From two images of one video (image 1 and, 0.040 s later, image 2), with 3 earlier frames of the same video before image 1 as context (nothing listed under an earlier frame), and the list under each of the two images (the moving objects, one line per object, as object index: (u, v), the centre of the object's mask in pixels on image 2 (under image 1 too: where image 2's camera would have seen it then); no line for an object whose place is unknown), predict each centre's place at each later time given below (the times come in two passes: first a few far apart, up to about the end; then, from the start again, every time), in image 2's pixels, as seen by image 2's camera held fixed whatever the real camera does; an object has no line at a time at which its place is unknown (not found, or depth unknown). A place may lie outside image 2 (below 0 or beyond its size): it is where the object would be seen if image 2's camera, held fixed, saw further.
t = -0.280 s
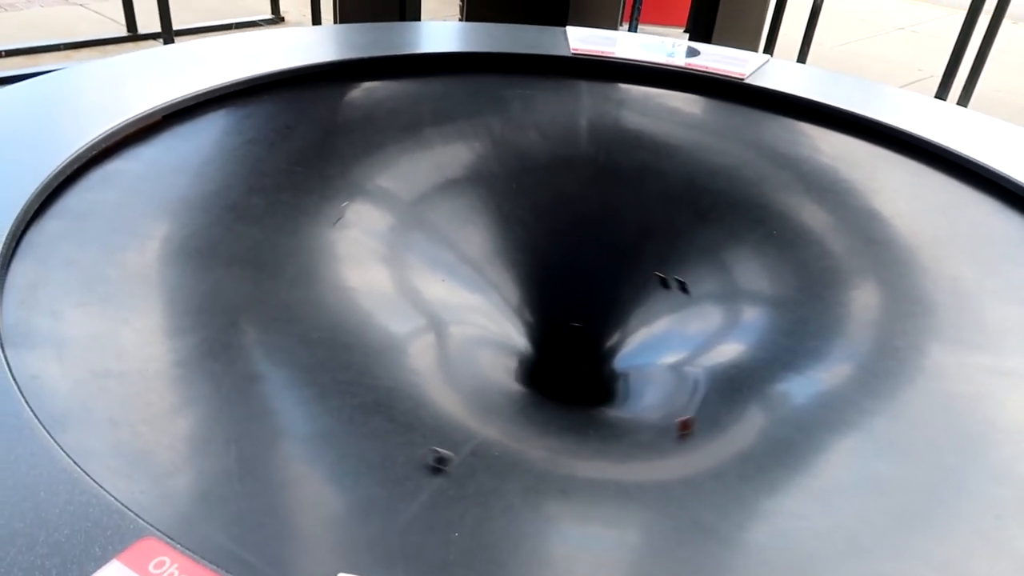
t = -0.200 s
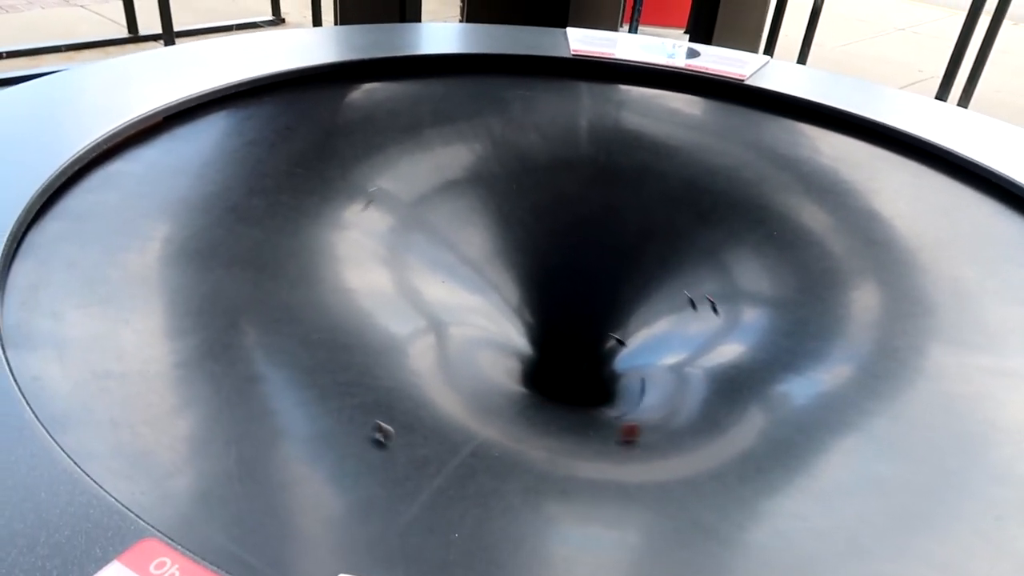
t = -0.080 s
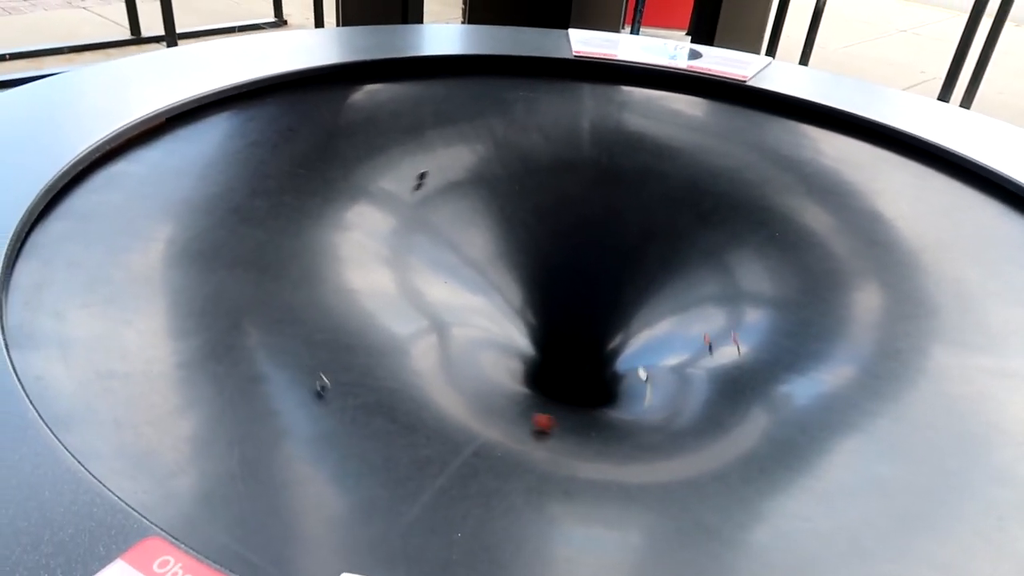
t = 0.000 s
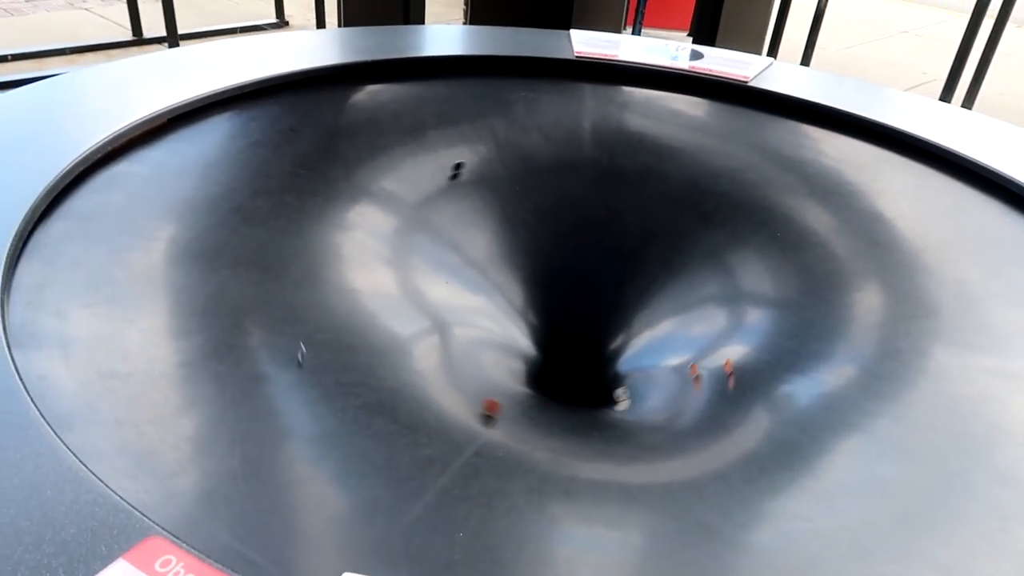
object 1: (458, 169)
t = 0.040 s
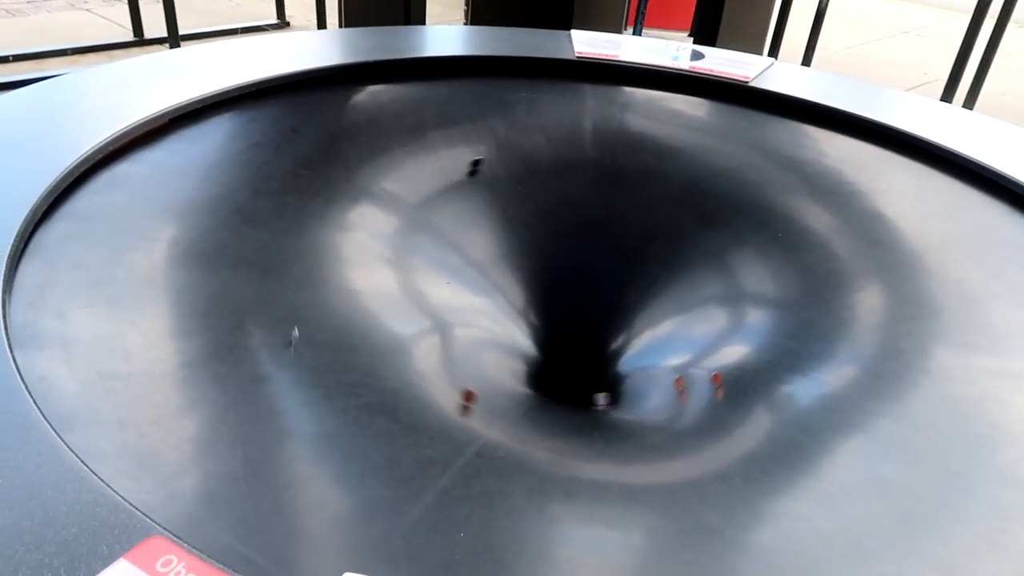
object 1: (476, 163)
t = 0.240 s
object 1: (563, 155)
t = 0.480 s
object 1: (669, 171)
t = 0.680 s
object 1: (747, 207)
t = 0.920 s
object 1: (815, 284)
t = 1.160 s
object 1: (809, 368)
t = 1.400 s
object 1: (695, 434)
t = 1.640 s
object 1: (521, 420)
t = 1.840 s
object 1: (415, 362)
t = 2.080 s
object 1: (393, 288)
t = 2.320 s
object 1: (467, 227)
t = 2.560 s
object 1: (575, 208)
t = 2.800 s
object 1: (681, 230)
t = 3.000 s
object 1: (743, 283)
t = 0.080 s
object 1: (492, 160)
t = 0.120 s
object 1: (509, 159)
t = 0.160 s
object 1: (527, 157)
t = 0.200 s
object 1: (545, 156)
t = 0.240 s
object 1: (563, 155)
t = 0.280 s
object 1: (581, 156)
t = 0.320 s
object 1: (599, 158)
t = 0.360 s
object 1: (617, 159)
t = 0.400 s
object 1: (634, 163)
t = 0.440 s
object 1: (651, 166)
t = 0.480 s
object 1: (669, 171)
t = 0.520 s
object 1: (685, 177)
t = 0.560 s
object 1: (701, 183)
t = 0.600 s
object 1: (717, 192)
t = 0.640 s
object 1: (732, 198)
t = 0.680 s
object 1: (747, 207)
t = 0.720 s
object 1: (762, 218)
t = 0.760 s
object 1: (774, 229)
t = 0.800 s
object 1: (786, 241)
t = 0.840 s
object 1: (798, 254)
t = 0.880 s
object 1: (808, 268)
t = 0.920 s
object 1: (815, 284)
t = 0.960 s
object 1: (819, 297)
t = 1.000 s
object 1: (823, 312)
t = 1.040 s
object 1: (824, 328)
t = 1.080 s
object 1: (823, 342)
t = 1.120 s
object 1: (818, 358)
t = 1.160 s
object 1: (809, 368)
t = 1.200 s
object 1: (799, 385)
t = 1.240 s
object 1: (784, 401)
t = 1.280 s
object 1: (766, 413)
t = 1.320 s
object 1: (743, 421)
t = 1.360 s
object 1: (720, 428)
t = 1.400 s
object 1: (695, 434)
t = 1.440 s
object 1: (668, 438)
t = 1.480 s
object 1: (638, 438)
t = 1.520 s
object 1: (608, 437)
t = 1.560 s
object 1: (579, 433)
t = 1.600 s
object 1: (548, 427)
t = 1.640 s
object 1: (521, 420)
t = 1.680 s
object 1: (494, 411)
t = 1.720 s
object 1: (470, 400)
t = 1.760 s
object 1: (448, 388)
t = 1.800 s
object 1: (430, 375)
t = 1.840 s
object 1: (415, 362)
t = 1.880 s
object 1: (404, 348)
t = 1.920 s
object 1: (396, 335)
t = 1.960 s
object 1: (391, 320)
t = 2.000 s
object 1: (390, 307)
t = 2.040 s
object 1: (388, 300)
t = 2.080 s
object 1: (393, 288)
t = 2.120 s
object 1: (400, 276)
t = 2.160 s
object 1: (410, 262)
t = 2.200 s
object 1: (422, 251)
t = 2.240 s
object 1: (436, 242)
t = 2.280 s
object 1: (451, 234)
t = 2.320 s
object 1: (467, 227)
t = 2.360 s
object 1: (482, 222)
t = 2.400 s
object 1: (500, 218)
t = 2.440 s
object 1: (518, 215)
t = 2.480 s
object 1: (536, 211)
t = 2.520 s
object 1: (556, 209)
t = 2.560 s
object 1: (575, 208)
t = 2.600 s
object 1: (593, 209)
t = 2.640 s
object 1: (611, 211)
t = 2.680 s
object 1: (630, 213)
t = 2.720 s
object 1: (648, 219)
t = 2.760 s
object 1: (665, 224)
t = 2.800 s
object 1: (681, 230)
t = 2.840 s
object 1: (697, 239)
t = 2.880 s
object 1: (710, 248)
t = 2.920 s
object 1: (723, 257)
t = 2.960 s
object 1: (734, 269)
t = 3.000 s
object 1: (743, 283)
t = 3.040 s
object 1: (751, 298)
